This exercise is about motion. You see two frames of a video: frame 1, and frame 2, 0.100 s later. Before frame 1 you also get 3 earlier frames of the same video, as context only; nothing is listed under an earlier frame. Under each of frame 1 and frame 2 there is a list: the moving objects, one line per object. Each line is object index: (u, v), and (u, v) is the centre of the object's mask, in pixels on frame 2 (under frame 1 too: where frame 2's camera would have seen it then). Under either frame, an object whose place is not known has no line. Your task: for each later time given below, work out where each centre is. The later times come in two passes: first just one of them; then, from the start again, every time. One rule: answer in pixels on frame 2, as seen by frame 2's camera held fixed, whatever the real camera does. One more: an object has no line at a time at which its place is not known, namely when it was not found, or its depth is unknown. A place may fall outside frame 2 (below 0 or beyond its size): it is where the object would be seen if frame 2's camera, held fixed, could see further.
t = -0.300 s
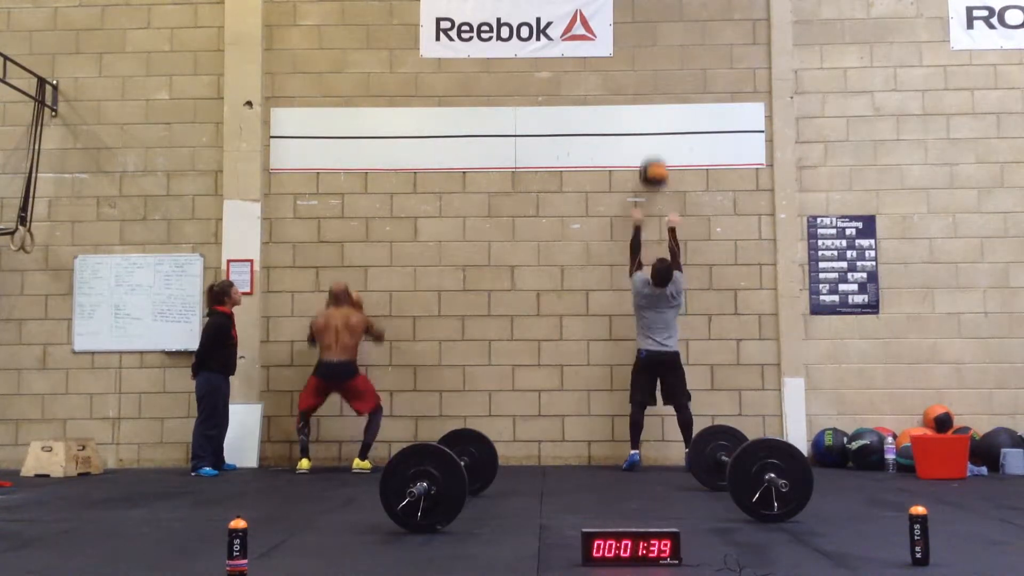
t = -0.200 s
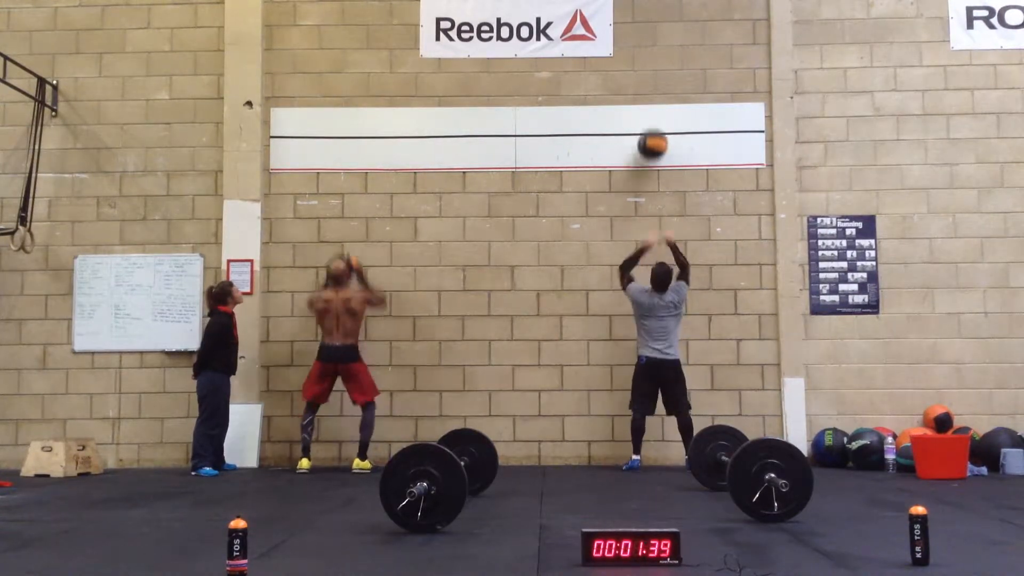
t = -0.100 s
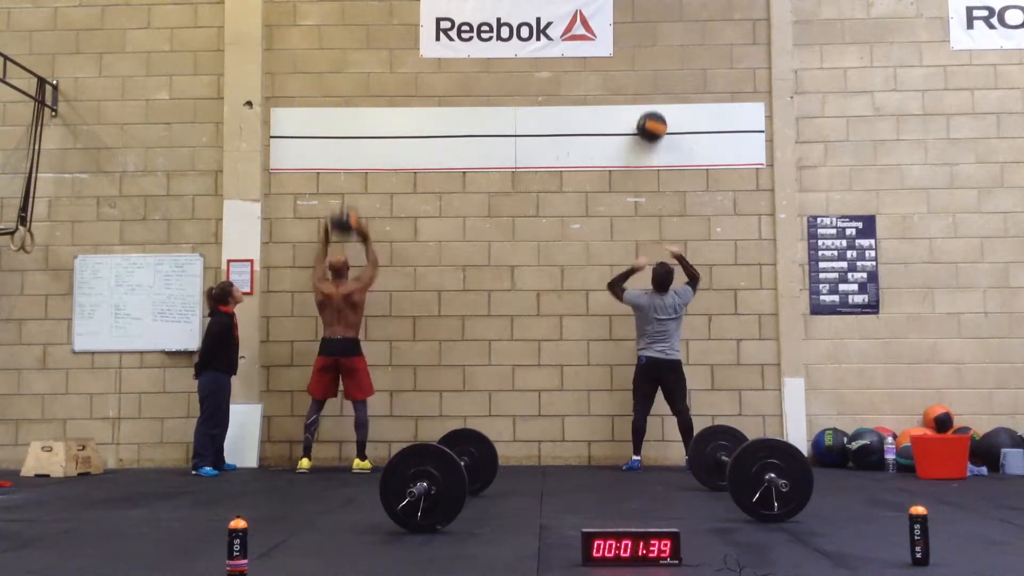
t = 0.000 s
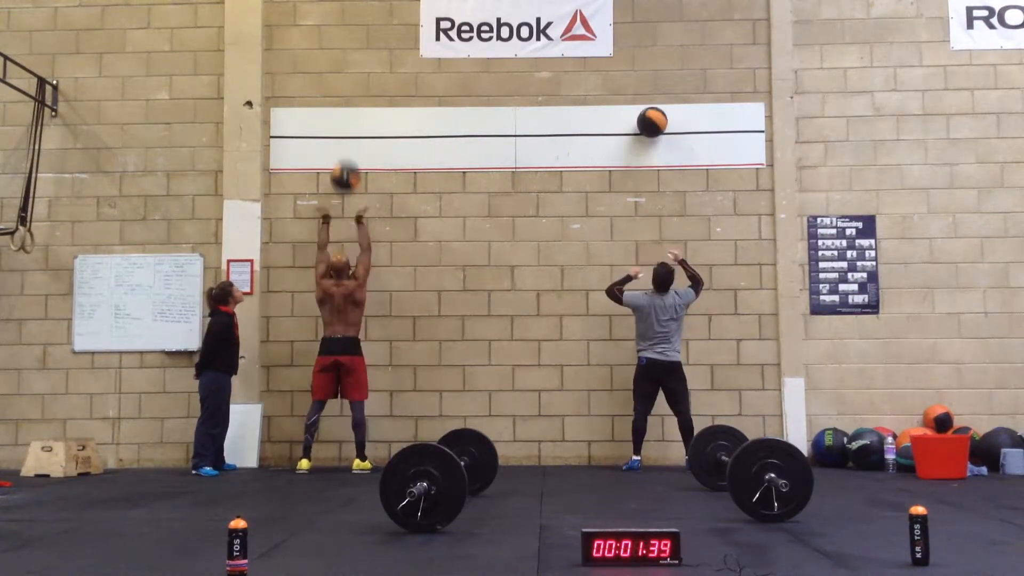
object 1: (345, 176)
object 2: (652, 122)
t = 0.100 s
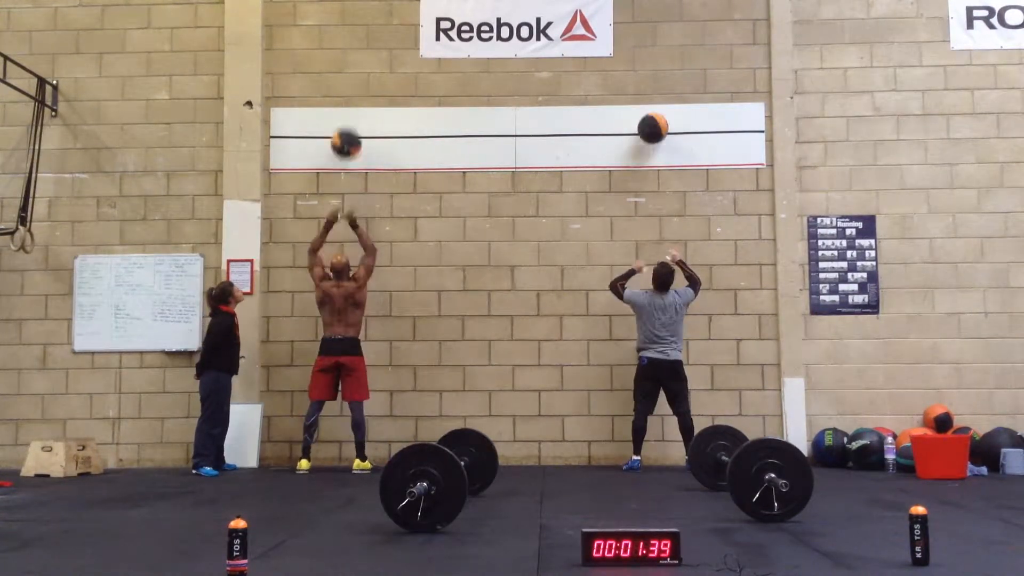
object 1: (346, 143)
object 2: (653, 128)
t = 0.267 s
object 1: (347, 111)
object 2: (654, 162)
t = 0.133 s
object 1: (346, 134)
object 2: (653, 133)
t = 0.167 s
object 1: (346, 127)
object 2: (654, 138)
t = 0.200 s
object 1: (346, 120)
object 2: (654, 145)
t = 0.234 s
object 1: (347, 115)
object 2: (654, 153)
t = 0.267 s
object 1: (347, 111)
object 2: (654, 162)
